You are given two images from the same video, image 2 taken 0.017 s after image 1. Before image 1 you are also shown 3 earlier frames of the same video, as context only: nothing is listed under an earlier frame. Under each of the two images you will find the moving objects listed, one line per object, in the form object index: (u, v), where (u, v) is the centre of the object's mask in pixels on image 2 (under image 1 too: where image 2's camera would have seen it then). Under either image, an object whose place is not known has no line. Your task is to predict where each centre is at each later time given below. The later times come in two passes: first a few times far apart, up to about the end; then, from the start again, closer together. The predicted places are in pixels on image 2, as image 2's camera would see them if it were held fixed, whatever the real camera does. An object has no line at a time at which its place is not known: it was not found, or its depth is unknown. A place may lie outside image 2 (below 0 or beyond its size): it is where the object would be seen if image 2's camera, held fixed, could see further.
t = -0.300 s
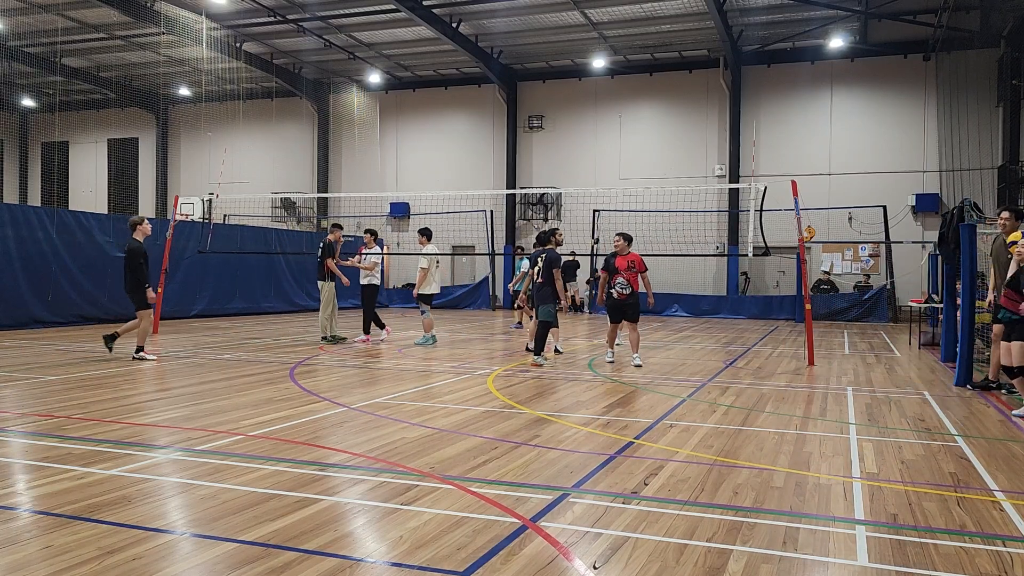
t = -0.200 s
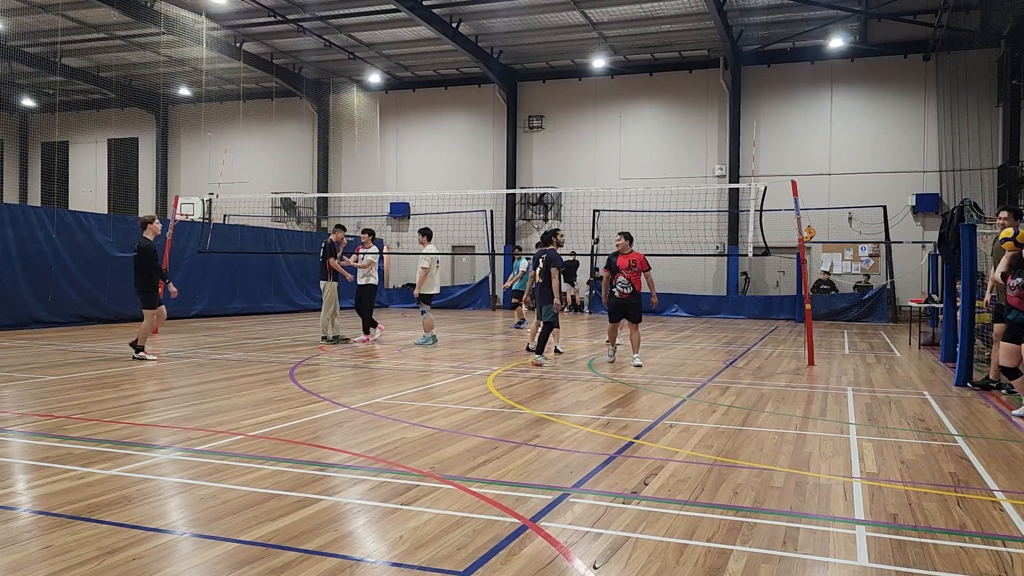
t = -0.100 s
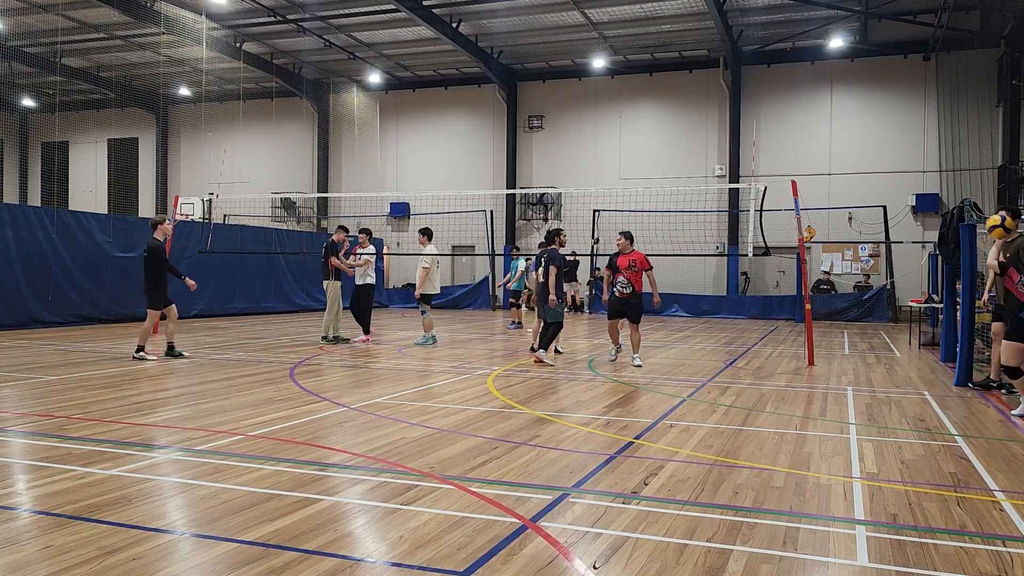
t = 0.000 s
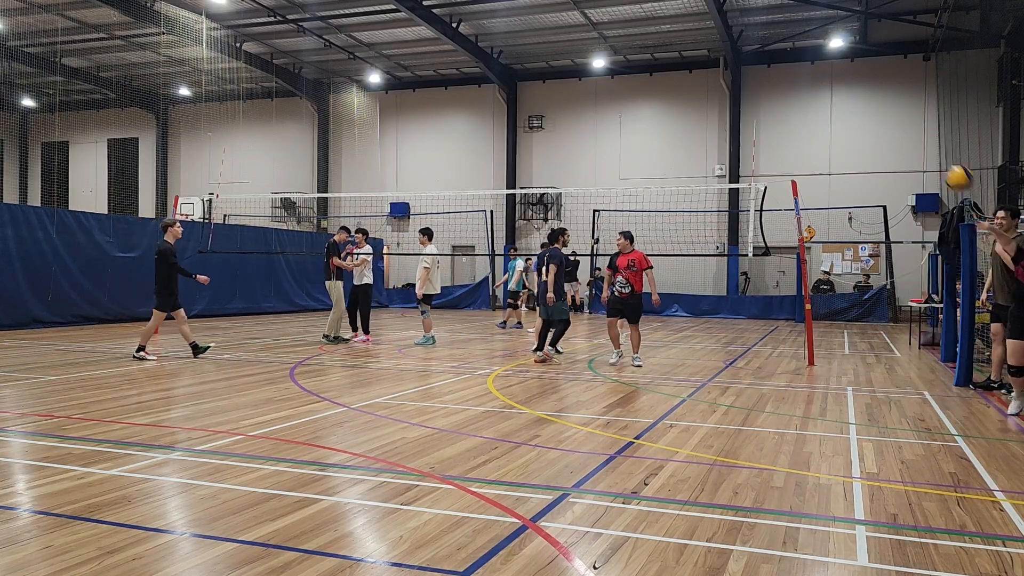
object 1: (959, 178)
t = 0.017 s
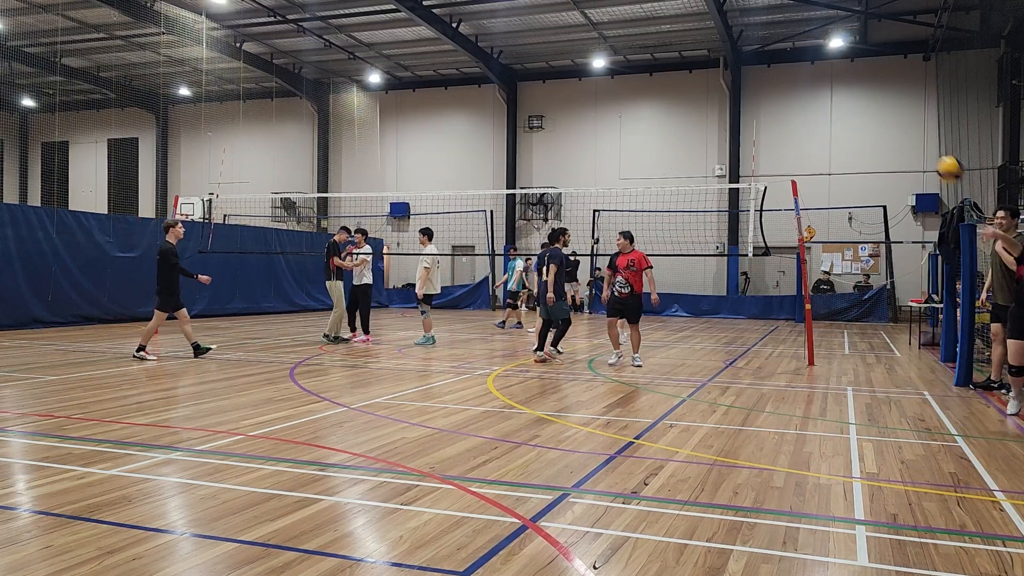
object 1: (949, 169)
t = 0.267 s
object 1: (796, 57)
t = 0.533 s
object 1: (564, 4)
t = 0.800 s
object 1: (218, 36)
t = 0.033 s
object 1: (940, 160)
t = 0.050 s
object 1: (931, 152)
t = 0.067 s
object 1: (923, 144)
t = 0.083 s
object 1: (912, 136)
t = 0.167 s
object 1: (862, 97)
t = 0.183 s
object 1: (852, 89)
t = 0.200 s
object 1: (840, 82)
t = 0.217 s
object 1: (830, 75)
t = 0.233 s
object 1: (819, 69)
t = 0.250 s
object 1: (807, 62)
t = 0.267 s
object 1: (796, 57)
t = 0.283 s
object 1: (784, 50)
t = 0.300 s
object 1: (772, 45)
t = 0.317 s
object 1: (758, 40)
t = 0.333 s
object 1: (746, 34)
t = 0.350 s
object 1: (734, 29)
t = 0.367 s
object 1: (721, 24)
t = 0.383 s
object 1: (707, 20)
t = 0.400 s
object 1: (694, 16)
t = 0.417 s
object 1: (678, 14)
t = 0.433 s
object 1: (663, 11)
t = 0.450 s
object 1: (647, 10)
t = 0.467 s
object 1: (632, 9)
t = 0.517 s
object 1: (582, 6)
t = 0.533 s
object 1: (564, 4)
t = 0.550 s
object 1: (552, 6)
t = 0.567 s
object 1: (531, 6)
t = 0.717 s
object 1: (344, 14)
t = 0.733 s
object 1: (321, 15)
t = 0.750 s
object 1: (297, 19)
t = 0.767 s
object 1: (270, 23)
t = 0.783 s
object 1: (245, 29)
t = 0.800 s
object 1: (218, 36)
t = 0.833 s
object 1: (156, 54)
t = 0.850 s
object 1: (126, 64)
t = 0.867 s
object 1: (94, 76)
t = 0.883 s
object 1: (63, 88)
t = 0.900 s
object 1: (31, 101)
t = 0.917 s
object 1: (12, 115)
